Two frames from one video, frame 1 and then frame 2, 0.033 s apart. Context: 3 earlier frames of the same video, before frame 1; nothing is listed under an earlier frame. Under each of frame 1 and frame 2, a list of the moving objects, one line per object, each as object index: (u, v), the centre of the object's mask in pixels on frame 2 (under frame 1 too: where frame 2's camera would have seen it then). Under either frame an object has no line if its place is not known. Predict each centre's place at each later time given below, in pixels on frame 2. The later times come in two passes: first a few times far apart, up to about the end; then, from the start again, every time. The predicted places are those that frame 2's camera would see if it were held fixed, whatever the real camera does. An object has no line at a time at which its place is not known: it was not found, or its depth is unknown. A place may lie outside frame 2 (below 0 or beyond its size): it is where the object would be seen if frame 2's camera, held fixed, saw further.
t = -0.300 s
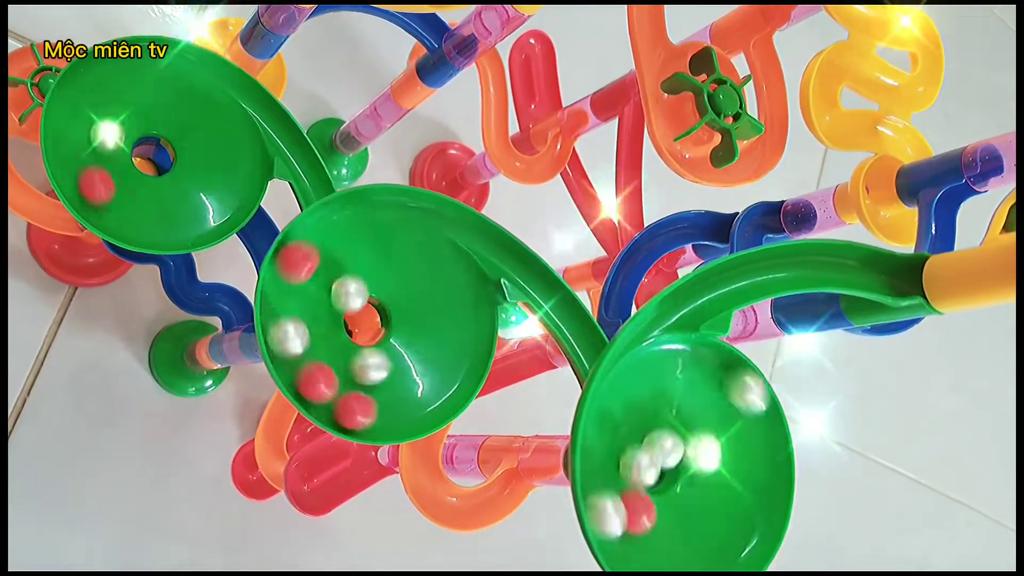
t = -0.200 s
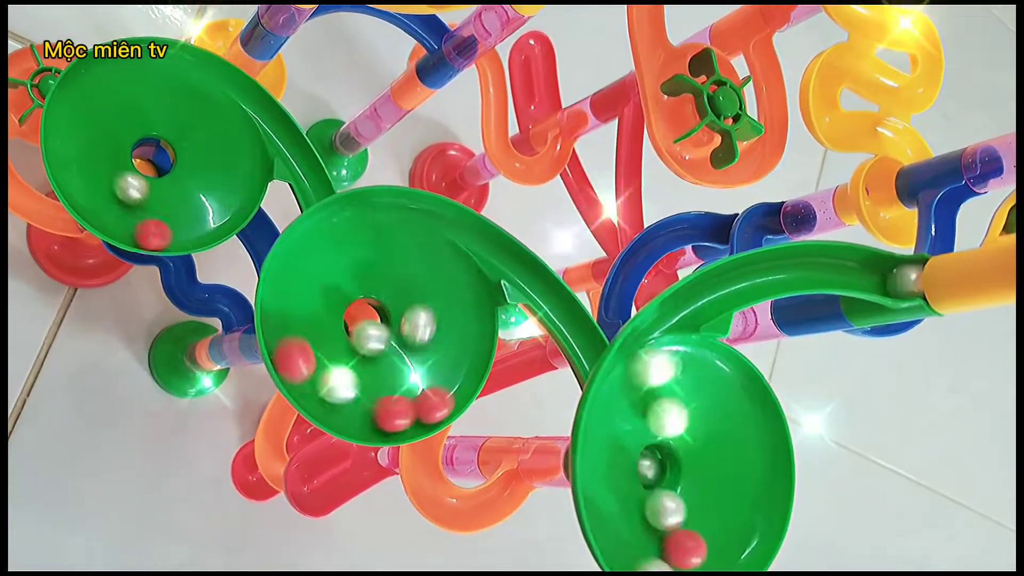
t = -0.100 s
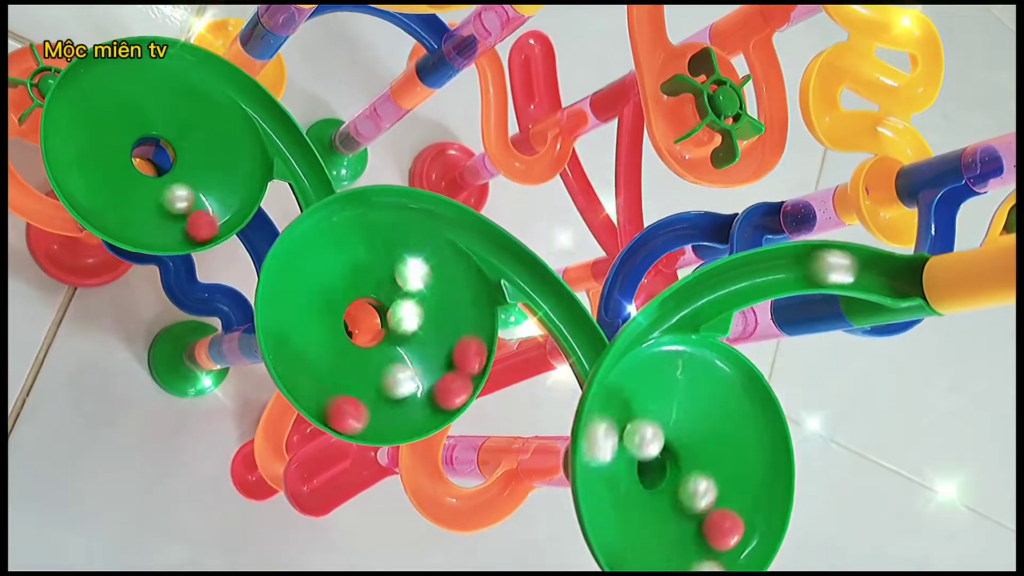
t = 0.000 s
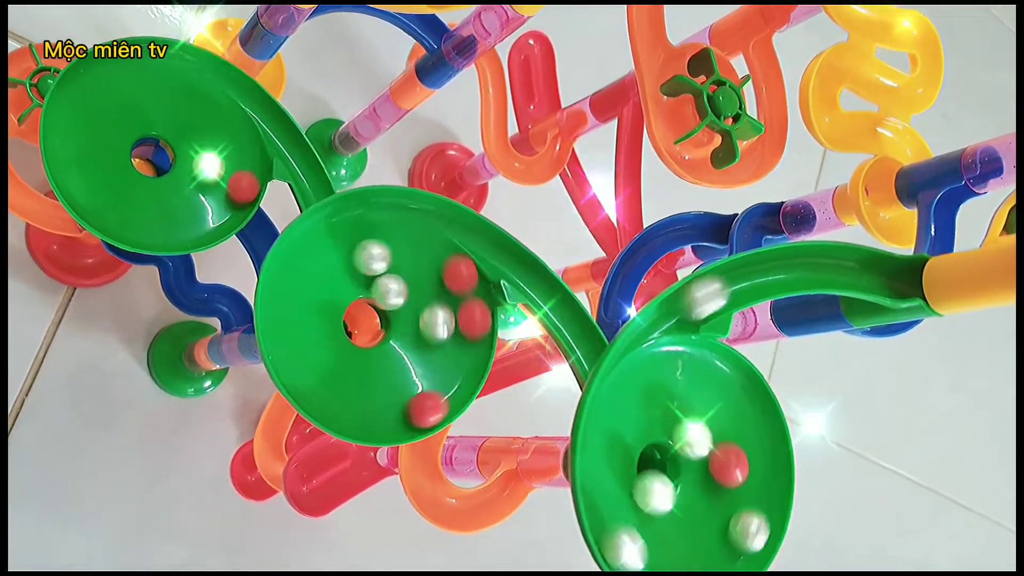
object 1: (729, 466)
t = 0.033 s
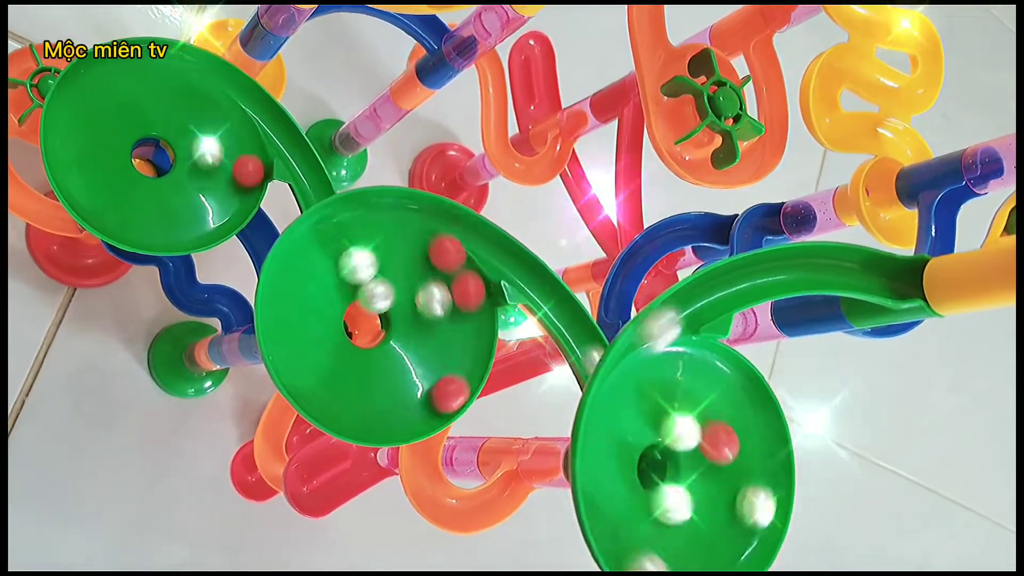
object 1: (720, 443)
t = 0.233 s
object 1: (626, 445)
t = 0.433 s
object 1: (672, 547)
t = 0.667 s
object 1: (708, 438)
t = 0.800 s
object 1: (645, 417)
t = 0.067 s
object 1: (704, 425)
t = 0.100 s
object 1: (685, 414)
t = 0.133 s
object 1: (664, 413)
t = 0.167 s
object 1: (647, 417)
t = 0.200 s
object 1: (634, 429)
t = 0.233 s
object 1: (626, 445)
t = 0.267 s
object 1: (622, 464)
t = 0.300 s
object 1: (624, 483)
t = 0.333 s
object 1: (632, 502)
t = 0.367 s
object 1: (643, 522)
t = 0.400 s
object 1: (655, 537)
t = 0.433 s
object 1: (672, 547)
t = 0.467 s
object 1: (688, 549)
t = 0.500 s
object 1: (703, 543)
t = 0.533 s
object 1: (715, 531)
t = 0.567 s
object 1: (722, 511)
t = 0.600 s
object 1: (724, 487)
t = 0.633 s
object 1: (720, 462)
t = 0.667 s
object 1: (708, 438)
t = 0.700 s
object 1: (693, 421)
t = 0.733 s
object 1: (676, 412)
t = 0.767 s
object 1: (659, 411)
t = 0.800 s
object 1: (645, 417)
